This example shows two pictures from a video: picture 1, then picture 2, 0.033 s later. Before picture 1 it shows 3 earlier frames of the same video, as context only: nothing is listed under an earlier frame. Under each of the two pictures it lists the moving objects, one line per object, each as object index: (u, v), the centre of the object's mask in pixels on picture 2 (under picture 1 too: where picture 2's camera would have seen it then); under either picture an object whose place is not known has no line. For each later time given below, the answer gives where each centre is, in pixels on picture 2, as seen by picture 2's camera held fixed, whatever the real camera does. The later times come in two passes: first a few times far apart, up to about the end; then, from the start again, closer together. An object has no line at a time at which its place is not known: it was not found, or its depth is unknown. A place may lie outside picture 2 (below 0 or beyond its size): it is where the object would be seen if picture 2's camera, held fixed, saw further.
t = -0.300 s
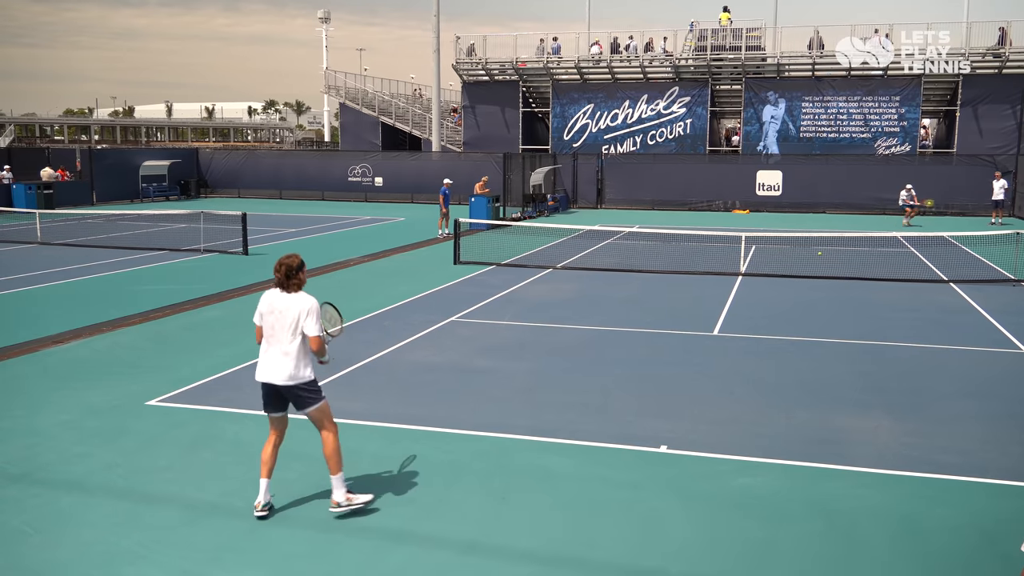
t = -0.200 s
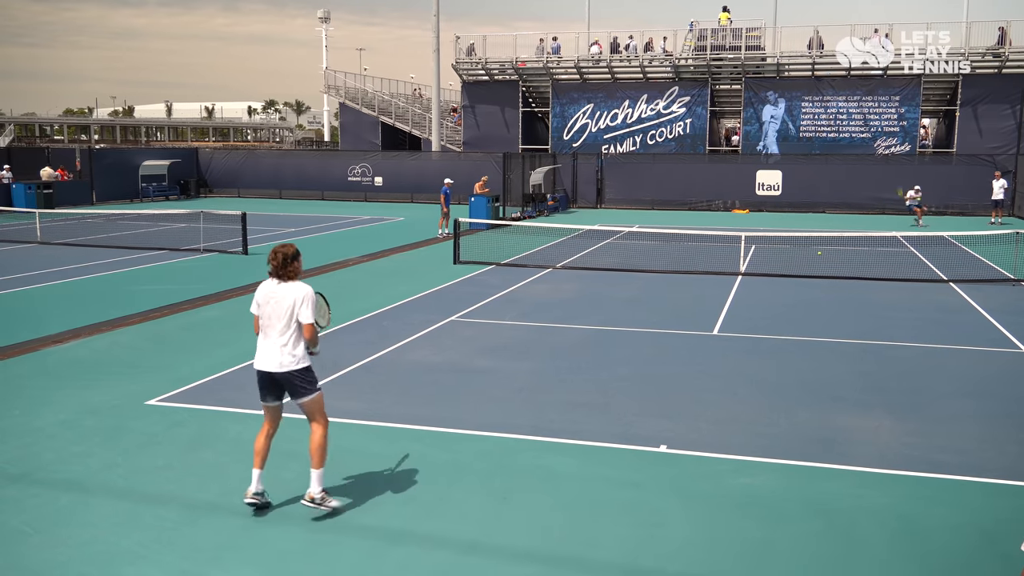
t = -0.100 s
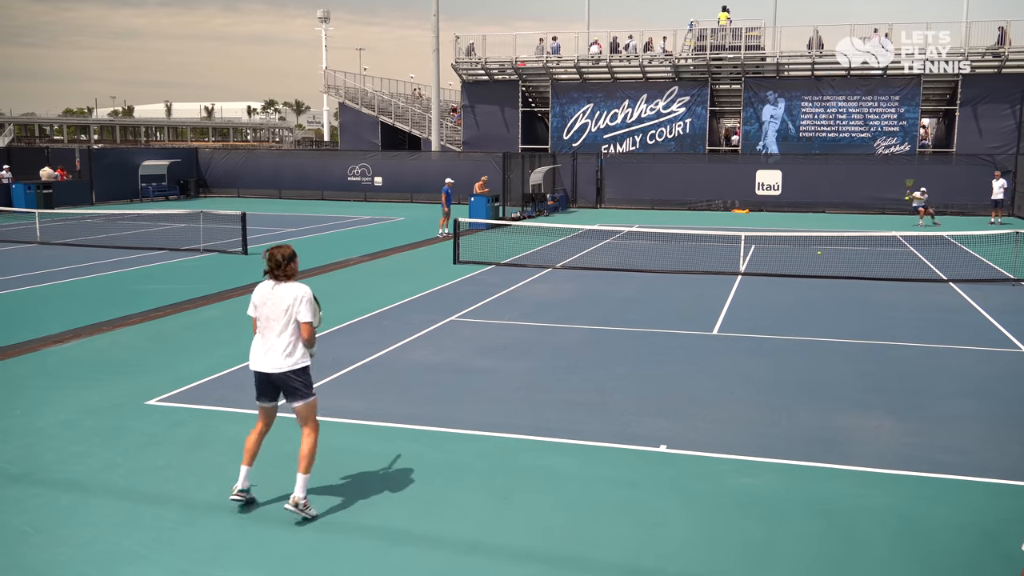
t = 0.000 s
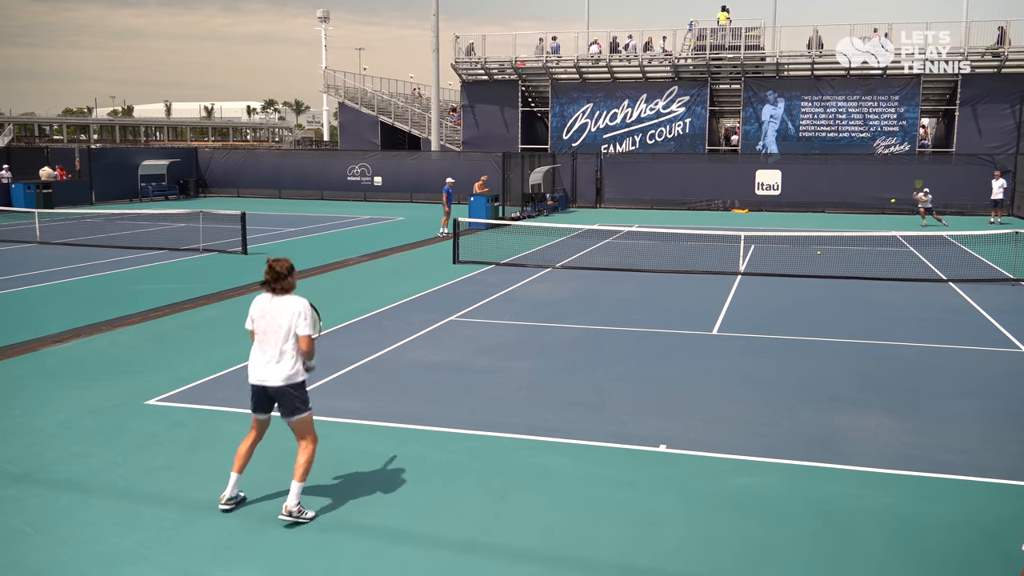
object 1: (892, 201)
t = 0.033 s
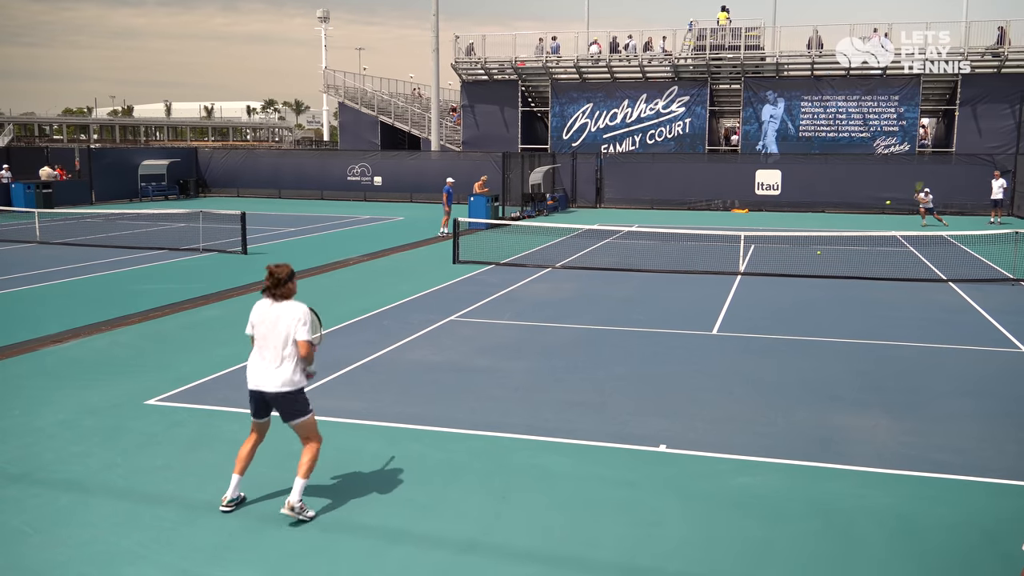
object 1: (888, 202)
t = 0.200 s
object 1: (860, 222)
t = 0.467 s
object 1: (796, 314)
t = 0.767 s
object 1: (683, 423)
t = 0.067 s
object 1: (883, 205)
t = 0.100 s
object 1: (877, 208)
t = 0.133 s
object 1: (872, 212)
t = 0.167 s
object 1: (866, 216)
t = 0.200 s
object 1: (860, 222)
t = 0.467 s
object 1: (796, 314)
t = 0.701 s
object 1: (712, 413)
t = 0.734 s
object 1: (698, 417)
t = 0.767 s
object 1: (683, 423)
